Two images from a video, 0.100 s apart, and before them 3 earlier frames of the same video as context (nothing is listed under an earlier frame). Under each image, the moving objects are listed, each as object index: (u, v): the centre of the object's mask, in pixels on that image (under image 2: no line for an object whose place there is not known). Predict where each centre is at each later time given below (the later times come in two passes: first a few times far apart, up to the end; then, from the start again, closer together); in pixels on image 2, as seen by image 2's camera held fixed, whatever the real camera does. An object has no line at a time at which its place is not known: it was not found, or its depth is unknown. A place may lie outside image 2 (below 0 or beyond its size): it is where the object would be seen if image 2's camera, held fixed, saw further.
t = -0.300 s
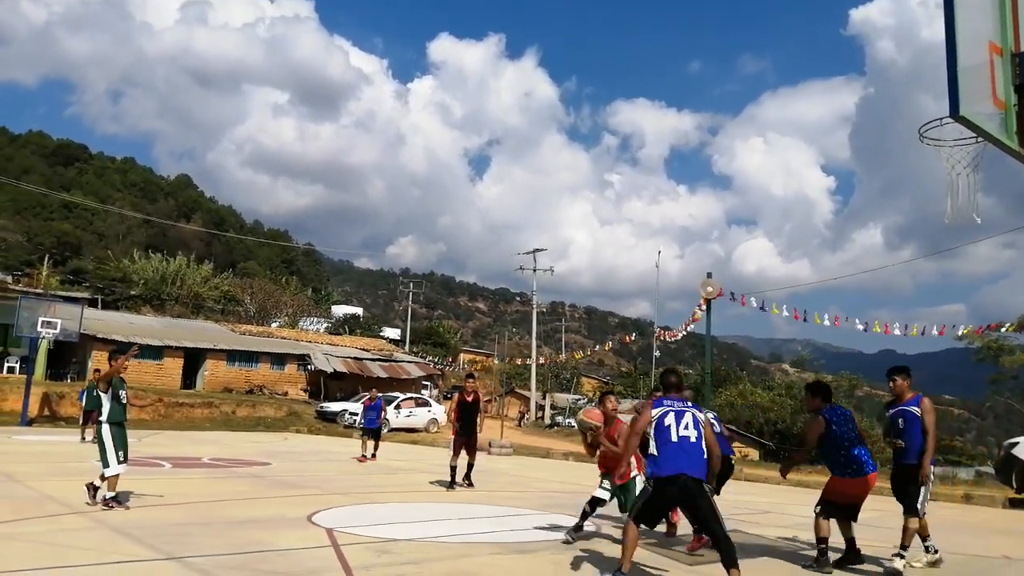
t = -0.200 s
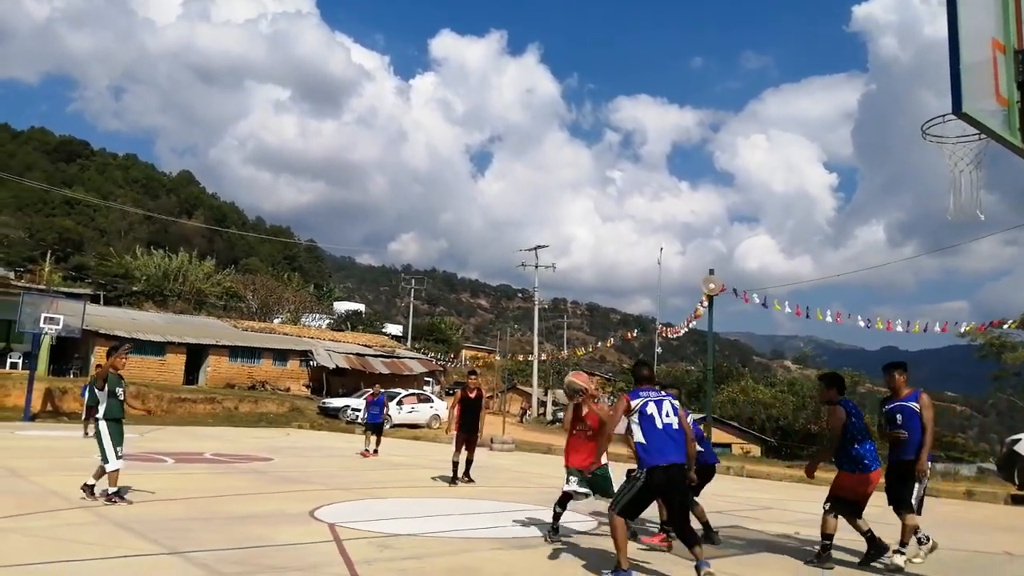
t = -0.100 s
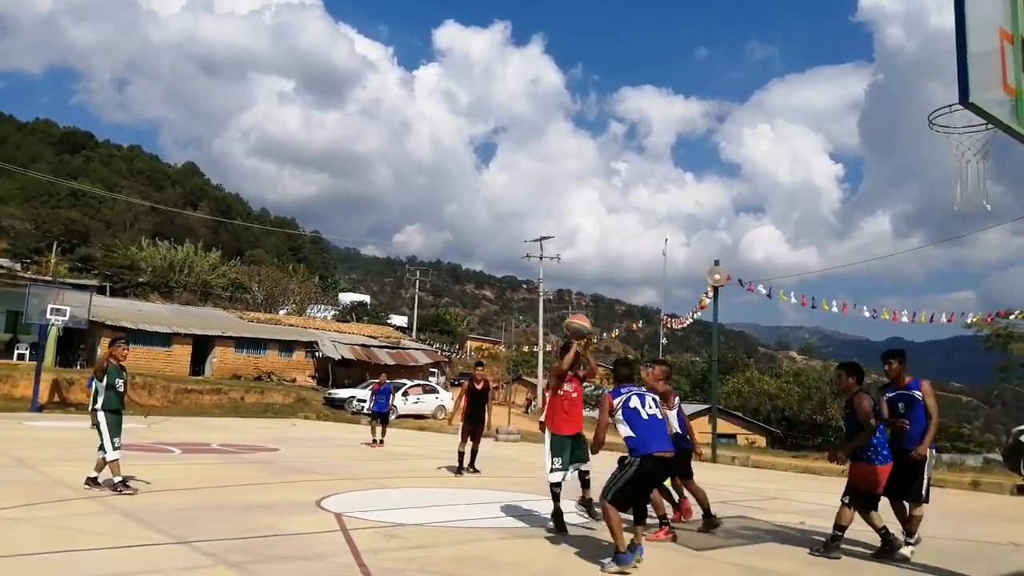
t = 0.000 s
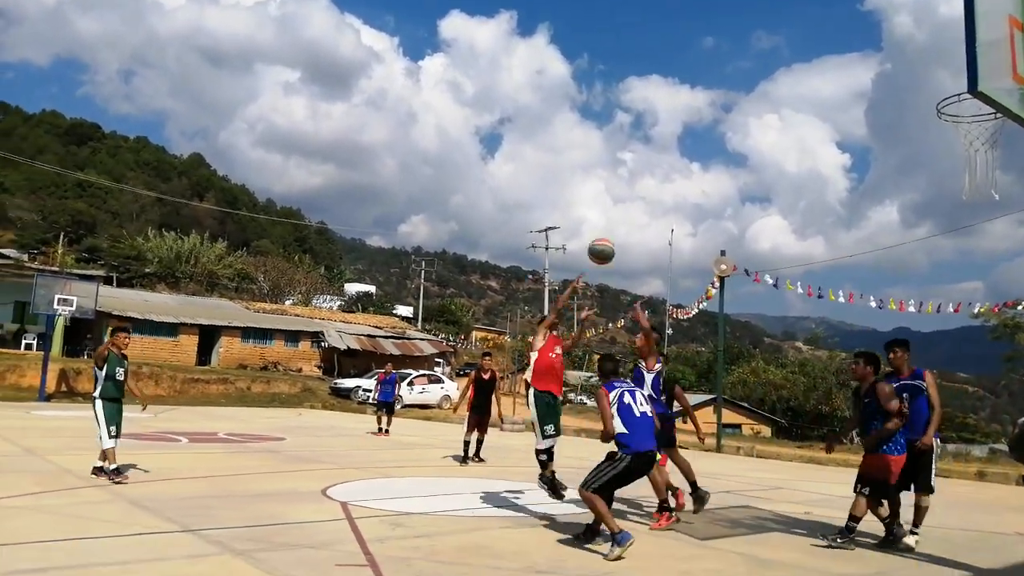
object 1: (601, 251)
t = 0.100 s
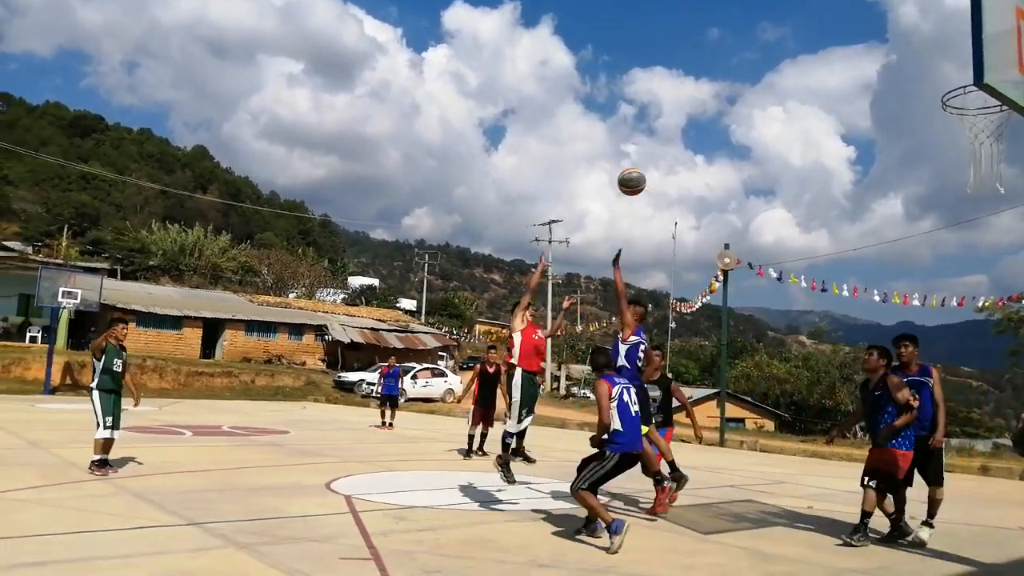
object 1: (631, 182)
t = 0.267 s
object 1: (679, 93)
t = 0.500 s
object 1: (751, 14)
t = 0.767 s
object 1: (838, -6)
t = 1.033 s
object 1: (943, 75)
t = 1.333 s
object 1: (967, 79)
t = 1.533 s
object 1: (958, 66)
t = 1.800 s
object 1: (966, 91)
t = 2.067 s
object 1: (998, 148)
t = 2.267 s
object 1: (1004, 243)
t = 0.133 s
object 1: (641, 161)
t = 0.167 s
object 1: (651, 144)
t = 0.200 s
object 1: (661, 125)
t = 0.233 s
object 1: (670, 108)
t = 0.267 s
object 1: (679, 93)
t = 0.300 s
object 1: (689, 77)
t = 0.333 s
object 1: (699, 63)
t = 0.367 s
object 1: (711, 52)
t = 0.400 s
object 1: (720, 40)
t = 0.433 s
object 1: (732, 29)
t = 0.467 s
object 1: (742, 18)
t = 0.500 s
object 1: (751, 14)
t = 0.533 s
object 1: (760, 5)
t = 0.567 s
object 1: (771, 0)
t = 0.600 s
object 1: (783, -5)
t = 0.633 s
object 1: (794, -7)
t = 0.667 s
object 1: (804, -9)
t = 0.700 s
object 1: (815, -9)
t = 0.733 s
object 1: (826, -8)
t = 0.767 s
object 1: (838, -6)
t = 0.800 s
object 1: (850, -2)
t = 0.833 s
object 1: (862, 5)
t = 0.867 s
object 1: (875, 11)
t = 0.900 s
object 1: (887, 21)
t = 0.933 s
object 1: (900, 32)
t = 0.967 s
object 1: (915, 42)
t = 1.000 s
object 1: (929, 59)
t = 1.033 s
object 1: (943, 75)
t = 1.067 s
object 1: (955, 83)
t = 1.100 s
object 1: (970, 72)
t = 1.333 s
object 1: (967, 79)
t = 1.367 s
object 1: (961, 85)
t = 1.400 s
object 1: (958, 87)
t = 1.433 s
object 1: (957, 78)
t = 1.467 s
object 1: (958, 72)
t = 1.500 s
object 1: (958, 68)
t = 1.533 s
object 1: (958, 66)
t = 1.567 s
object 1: (959, 64)
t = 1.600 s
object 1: (960, 64)
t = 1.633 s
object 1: (959, 67)
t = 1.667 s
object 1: (959, 70)
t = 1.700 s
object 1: (960, 74)
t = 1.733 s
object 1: (961, 81)
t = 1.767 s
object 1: (963, 89)
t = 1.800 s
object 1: (966, 91)
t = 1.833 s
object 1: (971, 95)
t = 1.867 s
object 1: (977, 101)
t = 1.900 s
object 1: (983, 106)
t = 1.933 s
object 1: (988, 114)
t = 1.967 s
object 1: (994, 123)
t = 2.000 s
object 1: (997, 131)
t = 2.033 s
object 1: (998, 138)
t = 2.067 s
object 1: (998, 148)
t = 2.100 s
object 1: (1000, 159)
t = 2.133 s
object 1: (1000, 171)
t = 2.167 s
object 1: (1002, 186)
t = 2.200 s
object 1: (1003, 203)
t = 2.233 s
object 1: (1004, 221)
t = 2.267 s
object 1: (1004, 243)
